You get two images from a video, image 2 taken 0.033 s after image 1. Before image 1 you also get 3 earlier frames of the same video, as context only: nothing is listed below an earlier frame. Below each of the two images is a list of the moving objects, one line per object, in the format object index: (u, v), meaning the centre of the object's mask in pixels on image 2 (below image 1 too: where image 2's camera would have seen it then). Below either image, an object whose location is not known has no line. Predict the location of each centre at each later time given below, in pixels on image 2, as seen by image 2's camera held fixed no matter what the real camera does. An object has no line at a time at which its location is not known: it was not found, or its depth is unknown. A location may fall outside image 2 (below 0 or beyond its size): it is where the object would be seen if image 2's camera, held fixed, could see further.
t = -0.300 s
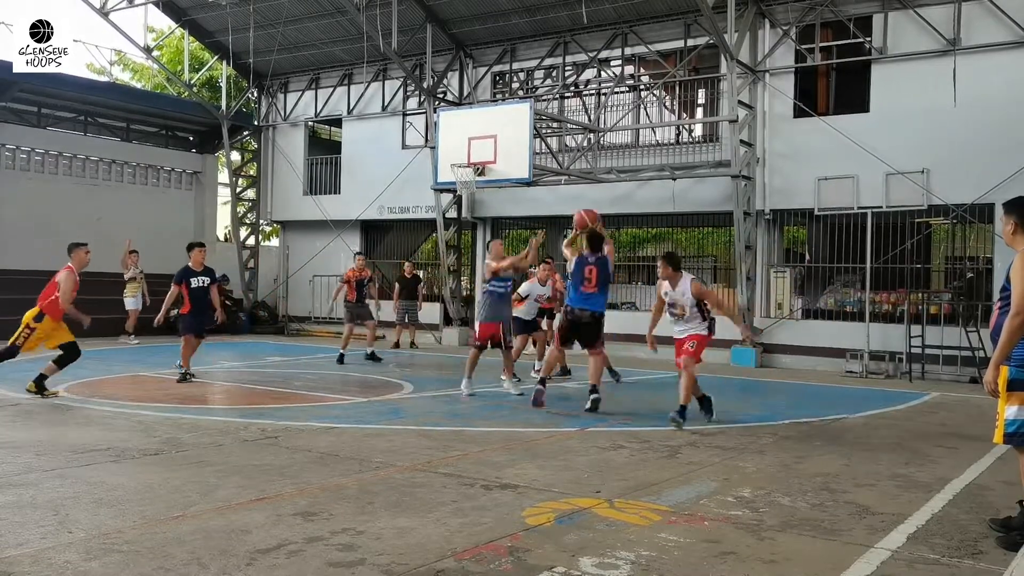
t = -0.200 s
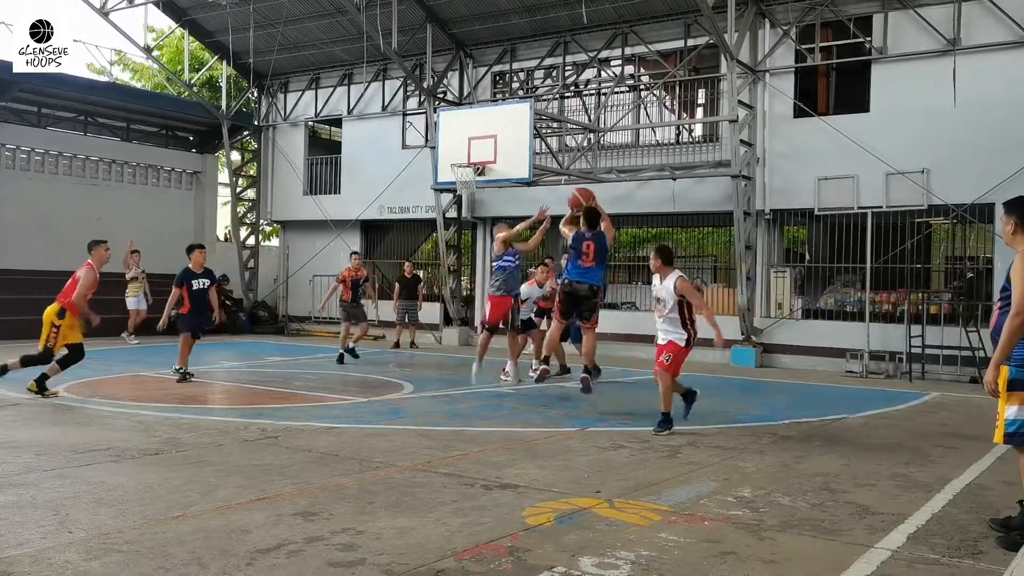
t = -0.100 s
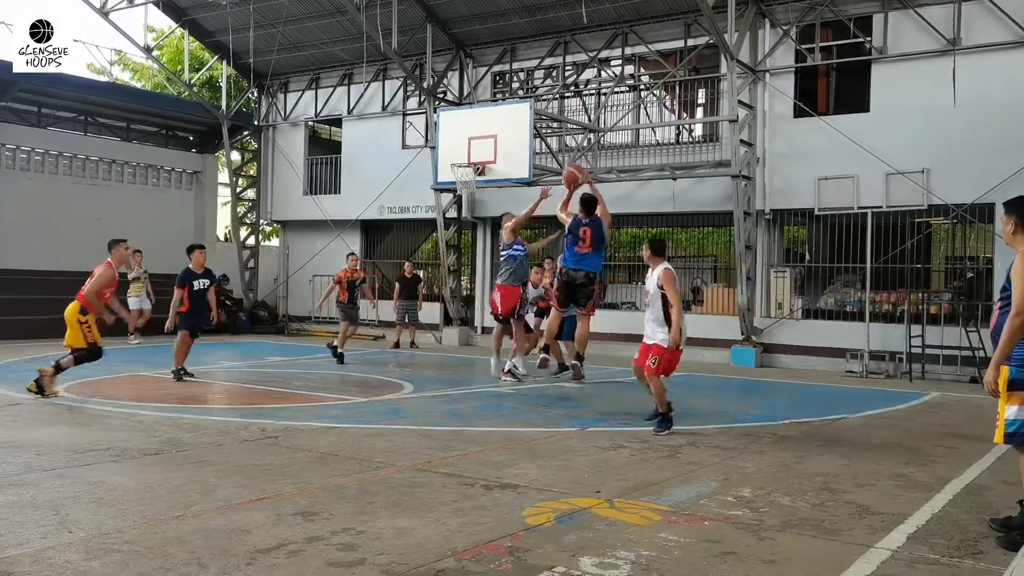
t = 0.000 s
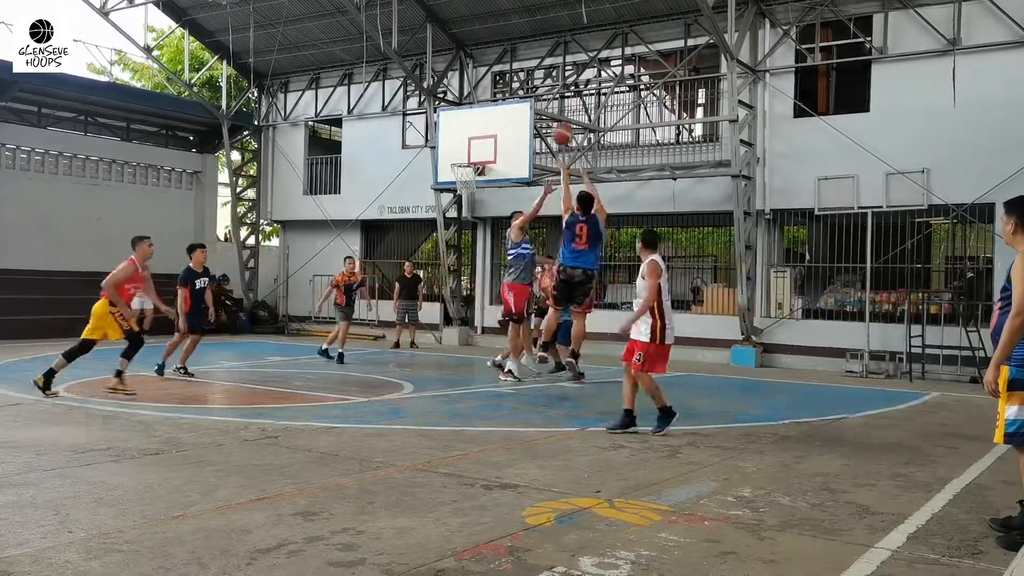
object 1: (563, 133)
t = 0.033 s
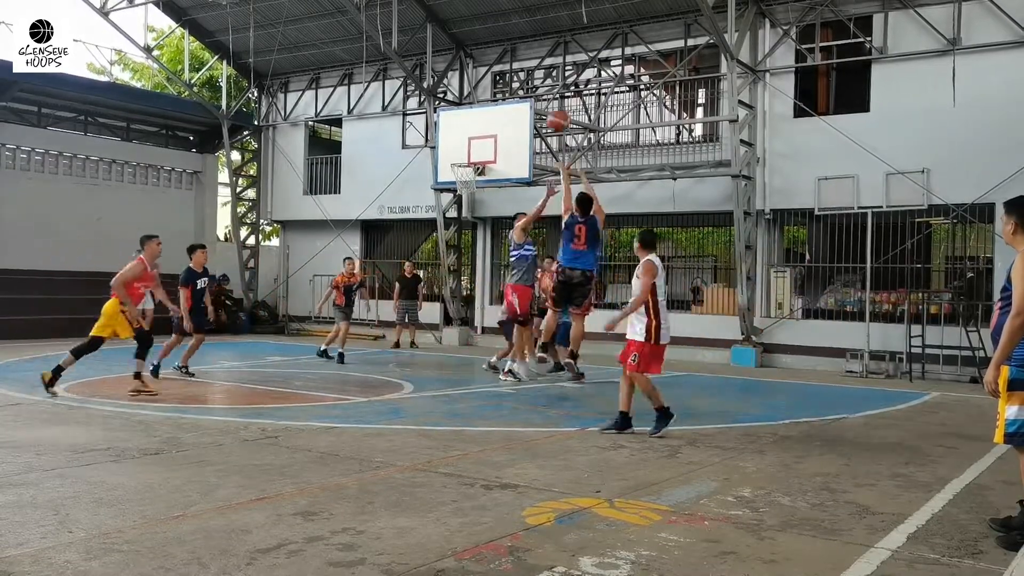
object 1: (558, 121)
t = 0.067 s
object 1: (555, 109)
